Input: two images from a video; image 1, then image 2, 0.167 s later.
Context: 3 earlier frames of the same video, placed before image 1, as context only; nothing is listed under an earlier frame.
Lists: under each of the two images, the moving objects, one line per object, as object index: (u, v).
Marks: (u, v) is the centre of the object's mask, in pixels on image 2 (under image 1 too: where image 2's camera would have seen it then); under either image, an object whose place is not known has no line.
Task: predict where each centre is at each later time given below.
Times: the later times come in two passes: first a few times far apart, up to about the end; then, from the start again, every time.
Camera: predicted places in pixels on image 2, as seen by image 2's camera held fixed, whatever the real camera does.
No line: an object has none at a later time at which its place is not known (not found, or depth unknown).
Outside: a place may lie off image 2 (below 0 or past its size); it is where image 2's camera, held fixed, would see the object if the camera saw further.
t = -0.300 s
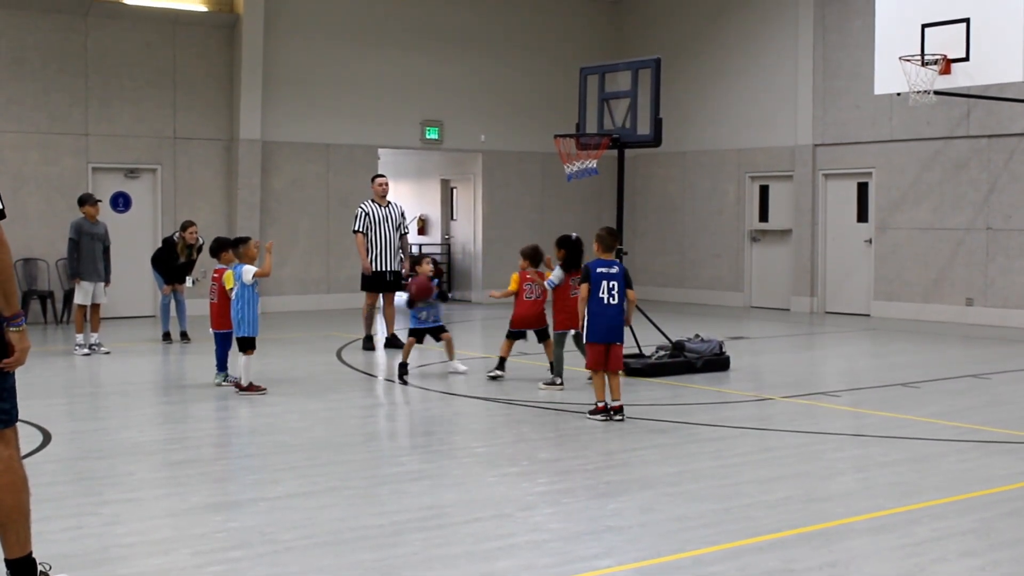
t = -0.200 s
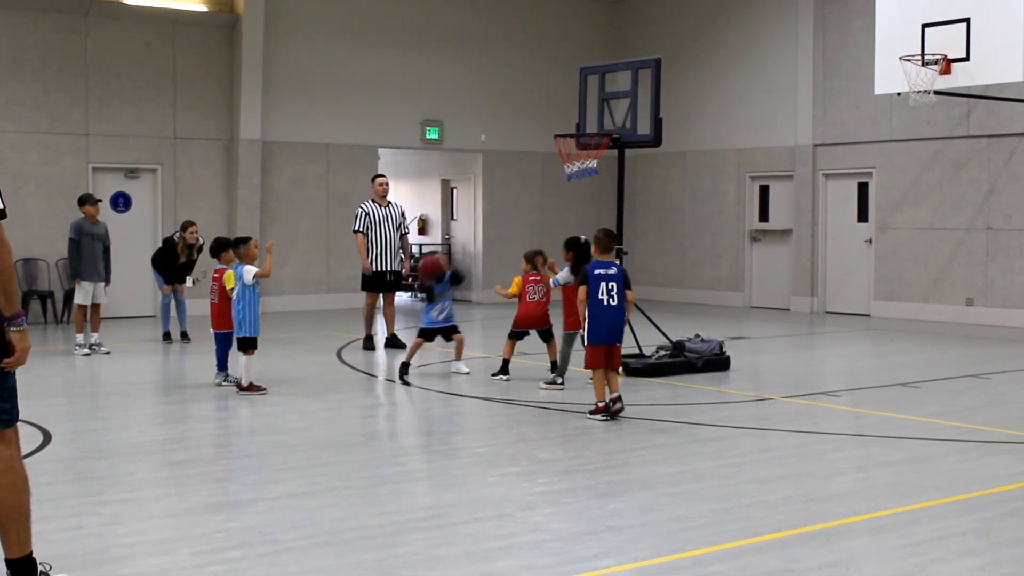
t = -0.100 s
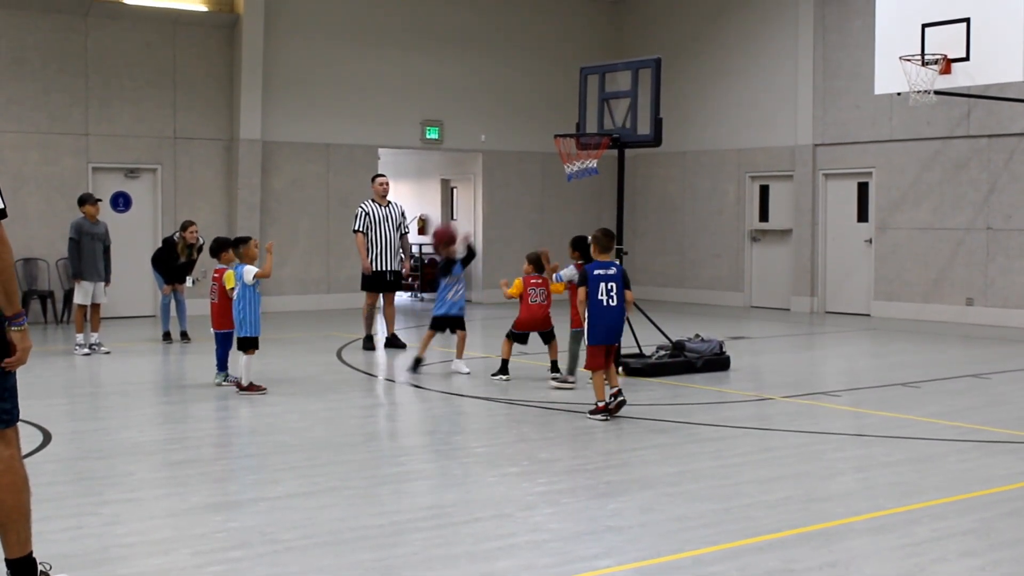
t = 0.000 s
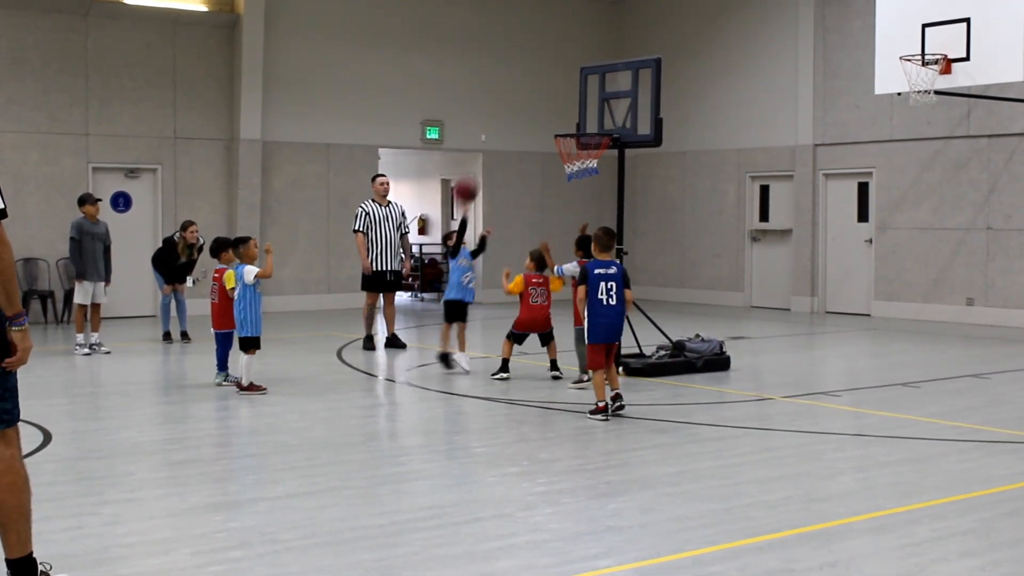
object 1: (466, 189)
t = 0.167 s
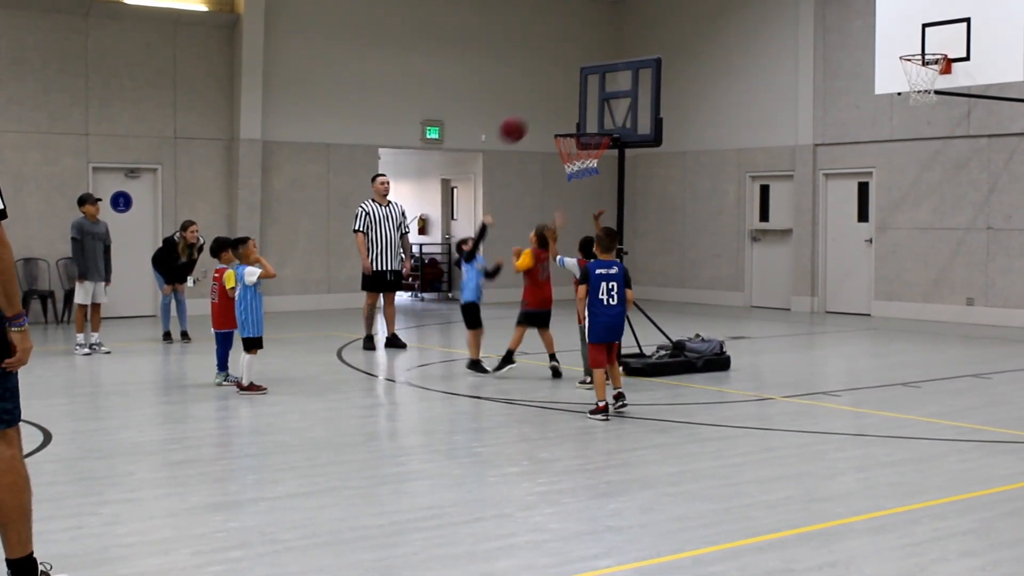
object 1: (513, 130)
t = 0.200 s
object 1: (522, 122)
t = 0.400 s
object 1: (580, 97)
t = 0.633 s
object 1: (599, 122)
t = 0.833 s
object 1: (567, 141)
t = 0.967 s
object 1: (569, 153)
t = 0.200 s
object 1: (522, 122)
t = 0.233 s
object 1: (532, 114)
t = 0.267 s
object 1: (542, 108)
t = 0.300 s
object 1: (551, 103)
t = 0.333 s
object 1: (560, 100)
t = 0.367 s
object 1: (569, 98)
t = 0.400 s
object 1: (580, 97)
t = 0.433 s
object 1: (589, 98)
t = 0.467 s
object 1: (599, 100)
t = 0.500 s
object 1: (607, 103)
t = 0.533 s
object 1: (606, 106)
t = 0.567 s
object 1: (603, 110)
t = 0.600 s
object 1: (601, 115)
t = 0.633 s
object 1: (599, 122)
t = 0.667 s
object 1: (593, 126)
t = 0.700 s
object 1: (586, 133)
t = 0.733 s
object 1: (581, 135)
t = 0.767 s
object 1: (575, 136)
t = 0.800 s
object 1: (570, 139)
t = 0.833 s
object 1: (567, 141)
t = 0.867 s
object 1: (567, 144)
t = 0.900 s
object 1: (567, 148)
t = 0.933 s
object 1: (567, 150)
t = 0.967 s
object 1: (569, 153)
